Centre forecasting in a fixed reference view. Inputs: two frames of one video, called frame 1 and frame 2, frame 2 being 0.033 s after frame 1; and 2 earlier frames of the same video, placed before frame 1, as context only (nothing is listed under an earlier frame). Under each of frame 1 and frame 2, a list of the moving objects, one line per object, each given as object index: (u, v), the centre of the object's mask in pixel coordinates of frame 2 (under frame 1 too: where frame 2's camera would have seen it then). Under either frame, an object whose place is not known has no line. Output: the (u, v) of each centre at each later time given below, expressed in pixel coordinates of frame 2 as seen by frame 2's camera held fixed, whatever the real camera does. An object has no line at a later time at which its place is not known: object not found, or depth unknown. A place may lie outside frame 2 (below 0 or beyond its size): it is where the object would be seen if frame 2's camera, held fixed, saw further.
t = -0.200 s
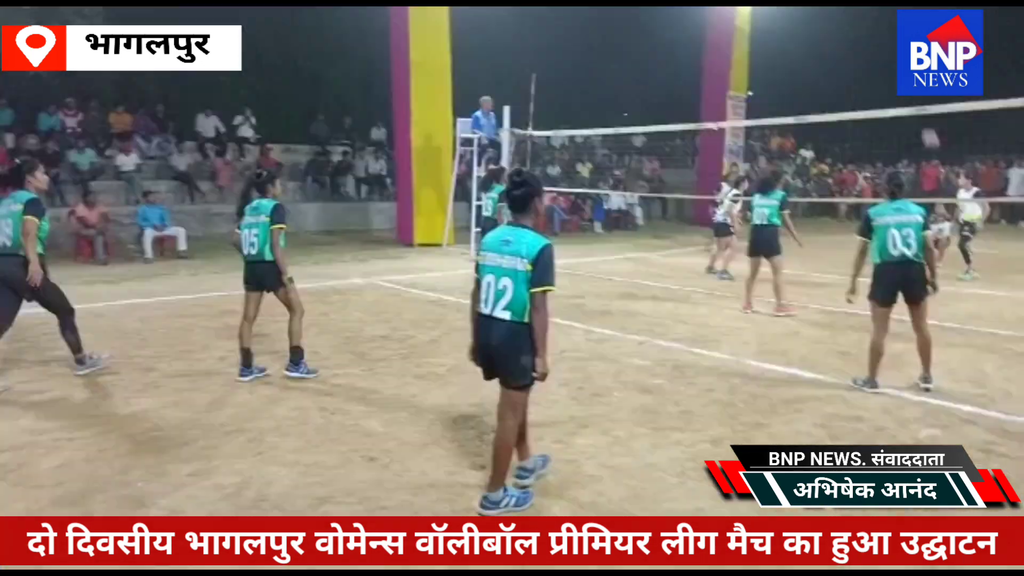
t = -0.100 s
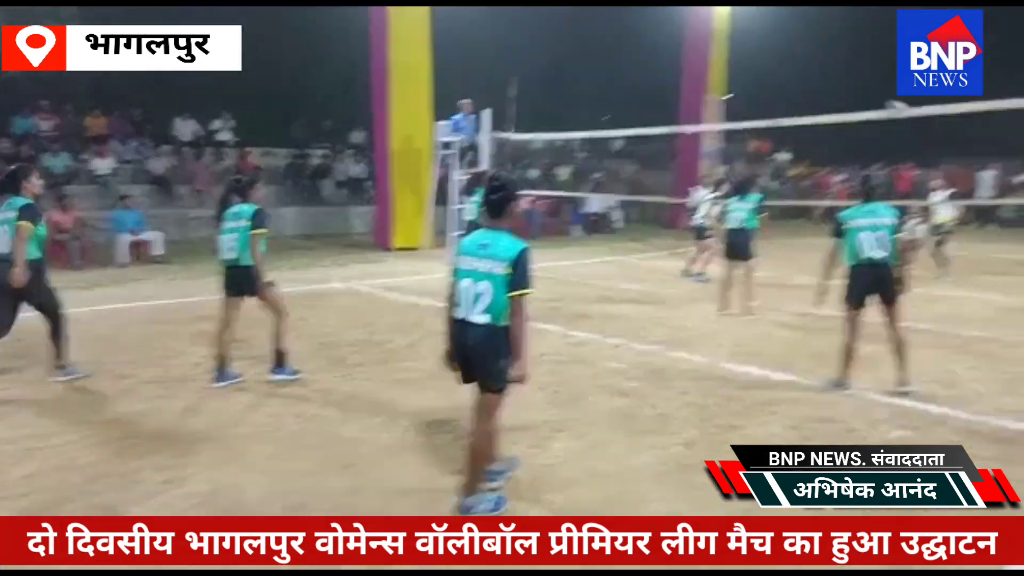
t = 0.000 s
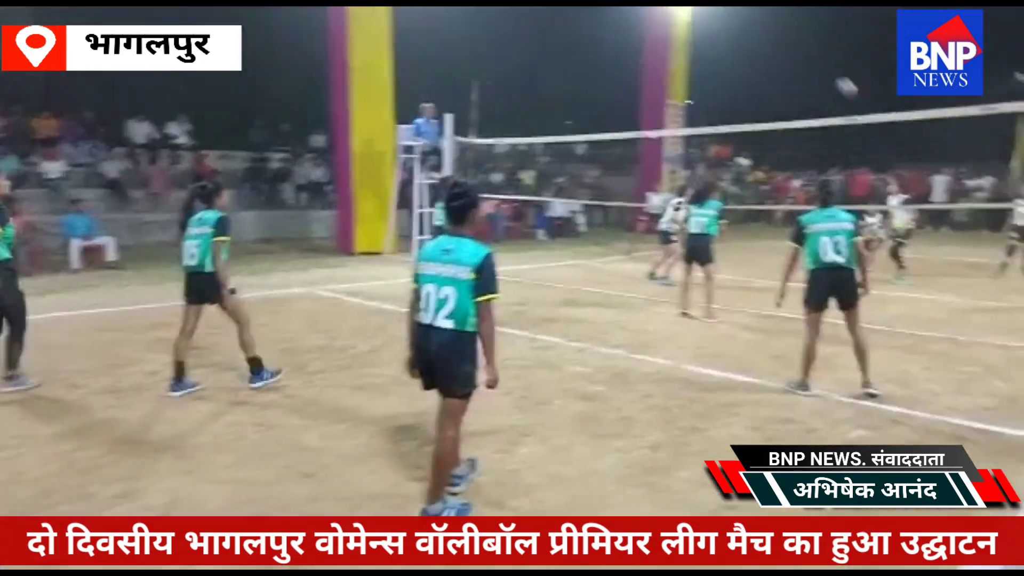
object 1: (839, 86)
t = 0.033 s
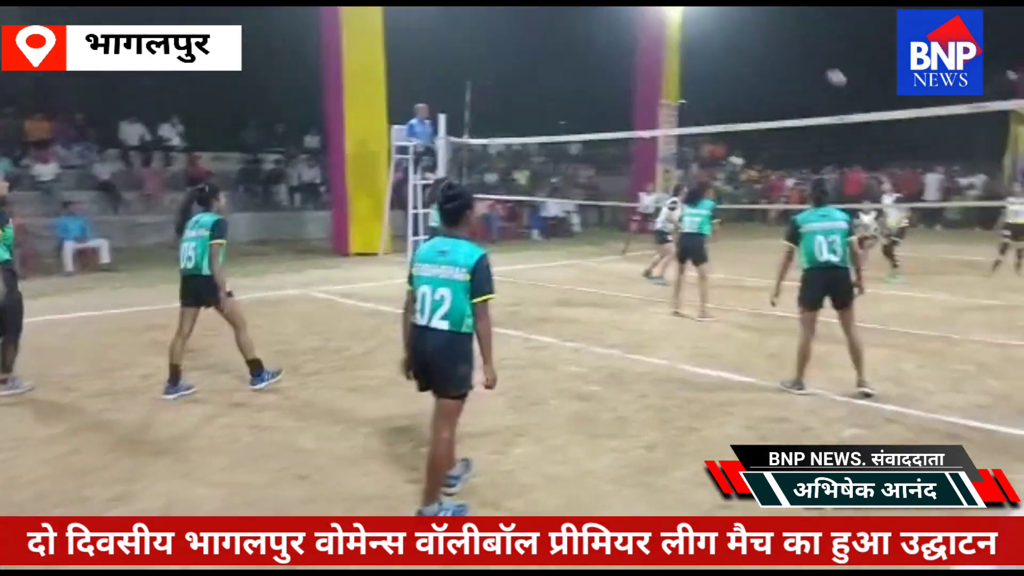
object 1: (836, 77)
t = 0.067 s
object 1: (833, 71)
